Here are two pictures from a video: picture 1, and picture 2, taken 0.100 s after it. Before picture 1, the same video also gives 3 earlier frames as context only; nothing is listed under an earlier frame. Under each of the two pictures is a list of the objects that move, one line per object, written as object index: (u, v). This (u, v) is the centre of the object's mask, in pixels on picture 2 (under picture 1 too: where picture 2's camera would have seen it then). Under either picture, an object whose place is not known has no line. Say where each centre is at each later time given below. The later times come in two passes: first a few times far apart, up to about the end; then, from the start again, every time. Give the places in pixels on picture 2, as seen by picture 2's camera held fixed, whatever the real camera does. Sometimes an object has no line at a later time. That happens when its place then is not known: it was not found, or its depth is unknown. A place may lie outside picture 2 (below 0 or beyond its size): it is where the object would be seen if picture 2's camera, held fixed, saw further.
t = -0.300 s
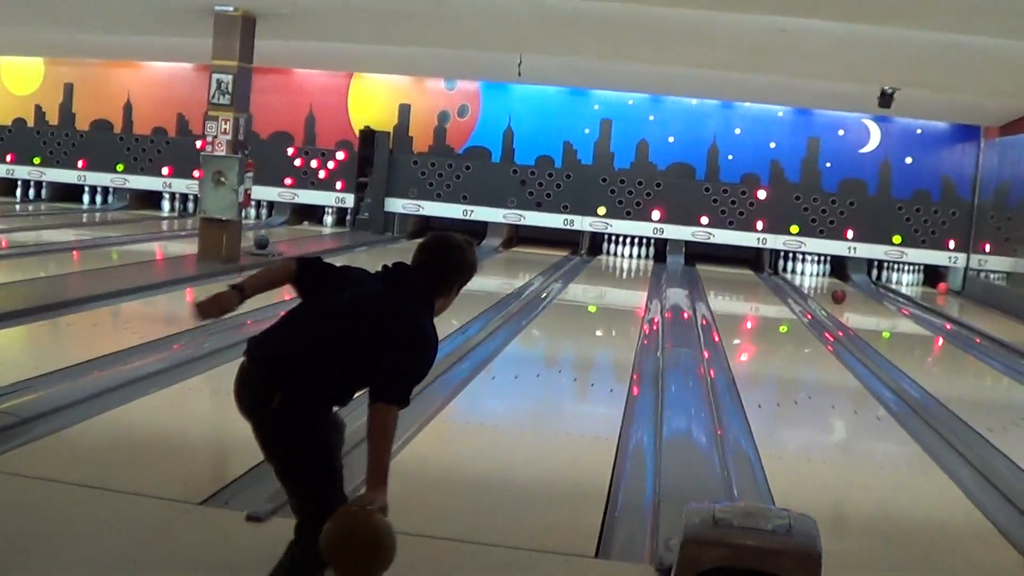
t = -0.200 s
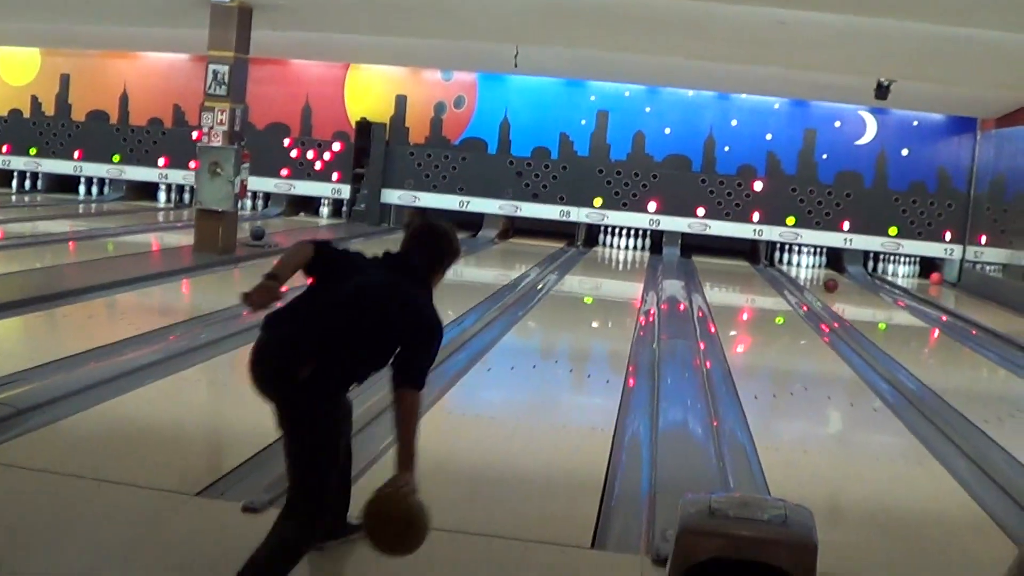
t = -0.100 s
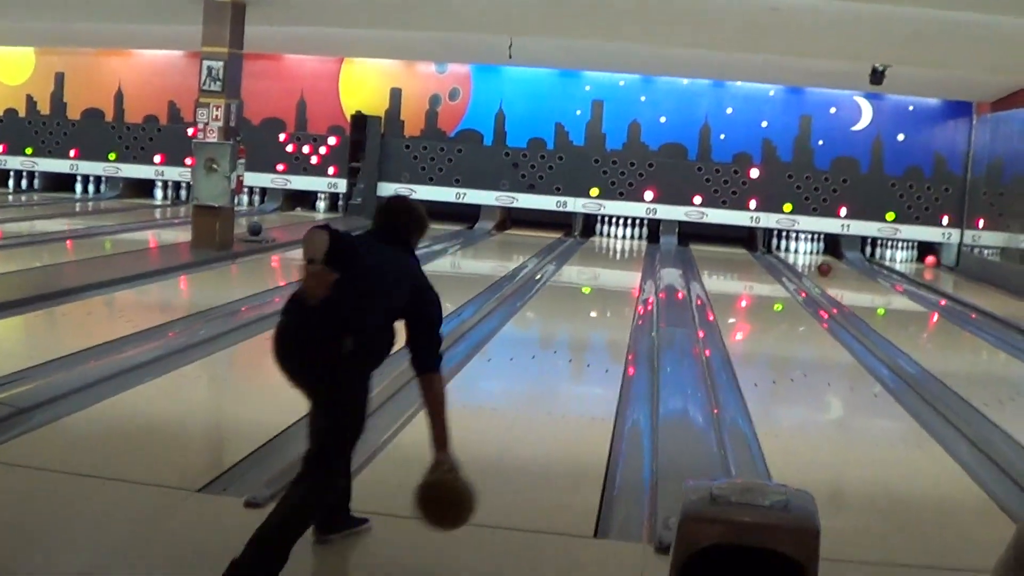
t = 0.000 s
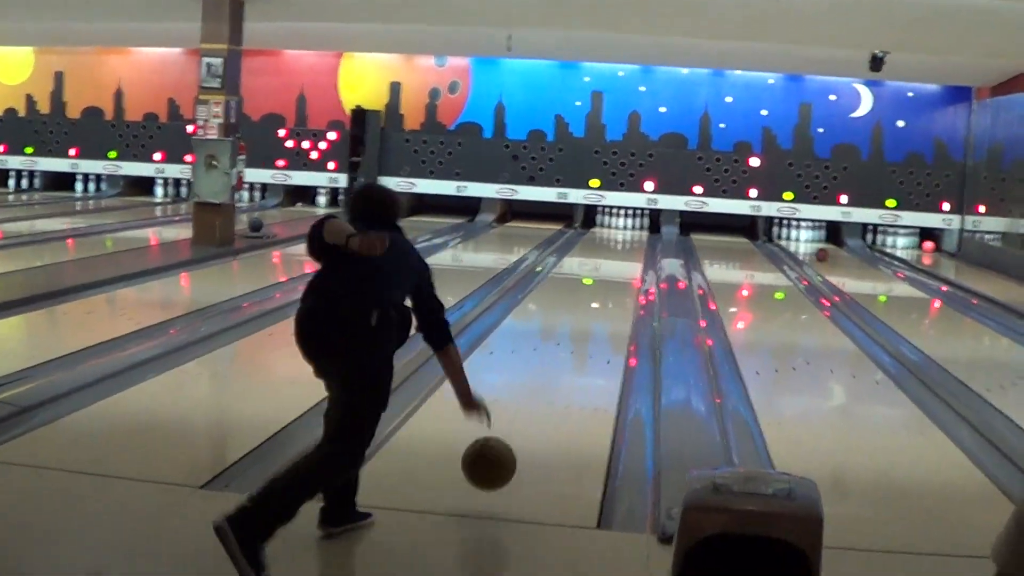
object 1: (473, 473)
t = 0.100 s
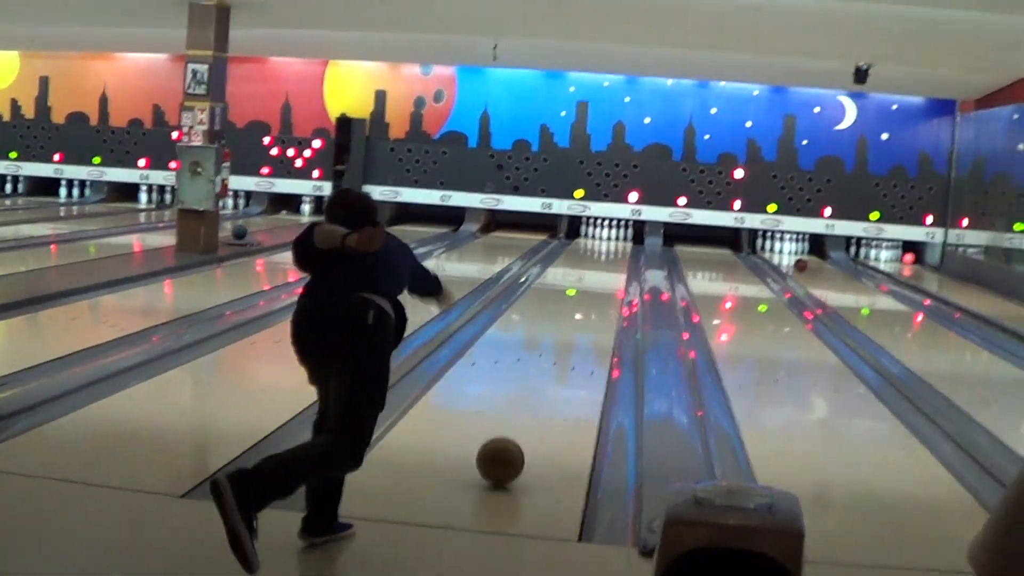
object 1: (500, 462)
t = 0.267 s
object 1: (539, 417)
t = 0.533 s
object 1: (579, 368)
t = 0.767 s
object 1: (602, 340)
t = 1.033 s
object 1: (621, 317)
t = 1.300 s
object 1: (634, 301)
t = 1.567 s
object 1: (633, 292)
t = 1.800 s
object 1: (633, 283)
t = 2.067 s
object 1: (631, 270)
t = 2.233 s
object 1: (628, 264)
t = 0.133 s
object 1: (510, 449)
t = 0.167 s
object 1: (518, 440)
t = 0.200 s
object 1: (526, 432)
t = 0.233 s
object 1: (532, 425)
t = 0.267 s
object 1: (539, 417)
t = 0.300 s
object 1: (545, 410)
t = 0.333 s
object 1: (551, 403)
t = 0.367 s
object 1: (556, 396)
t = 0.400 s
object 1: (561, 390)
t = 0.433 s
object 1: (566, 384)
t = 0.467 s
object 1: (571, 379)
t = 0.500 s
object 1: (575, 373)
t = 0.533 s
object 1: (579, 368)
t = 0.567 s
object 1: (583, 363)
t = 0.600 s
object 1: (587, 359)
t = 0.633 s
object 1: (590, 355)
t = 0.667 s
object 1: (594, 350)
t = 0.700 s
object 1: (597, 346)
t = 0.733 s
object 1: (600, 343)
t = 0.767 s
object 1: (602, 340)
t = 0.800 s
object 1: (605, 337)
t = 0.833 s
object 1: (608, 333)
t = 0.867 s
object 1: (610, 331)
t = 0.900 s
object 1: (613, 327)
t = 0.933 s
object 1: (615, 325)
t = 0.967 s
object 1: (617, 322)
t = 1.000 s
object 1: (619, 318)
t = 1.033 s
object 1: (621, 317)
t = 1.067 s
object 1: (623, 315)
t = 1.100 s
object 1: (626, 313)
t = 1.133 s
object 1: (628, 313)
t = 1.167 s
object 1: (631, 314)
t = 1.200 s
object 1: (634, 310)
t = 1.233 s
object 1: (633, 306)
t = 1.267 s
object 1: (635, 303)
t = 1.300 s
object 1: (634, 301)
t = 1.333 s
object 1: (634, 300)
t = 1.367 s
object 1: (634, 299)
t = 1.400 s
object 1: (633, 298)
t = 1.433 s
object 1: (633, 298)
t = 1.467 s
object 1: (633, 297)
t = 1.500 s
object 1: (633, 295)
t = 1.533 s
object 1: (632, 292)
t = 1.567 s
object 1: (633, 292)
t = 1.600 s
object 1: (633, 292)
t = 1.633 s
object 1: (632, 291)
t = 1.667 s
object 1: (634, 291)
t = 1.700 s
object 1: (635, 289)
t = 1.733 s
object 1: (634, 287)
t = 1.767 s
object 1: (634, 284)
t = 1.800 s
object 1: (633, 283)
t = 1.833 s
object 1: (633, 282)
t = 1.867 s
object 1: (632, 281)
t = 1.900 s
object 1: (631, 279)
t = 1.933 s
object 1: (631, 276)
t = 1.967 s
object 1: (631, 275)
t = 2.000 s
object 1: (632, 273)
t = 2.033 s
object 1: (631, 271)
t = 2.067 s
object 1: (631, 270)
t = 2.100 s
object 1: (630, 269)
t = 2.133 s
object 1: (629, 267)
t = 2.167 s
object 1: (629, 266)
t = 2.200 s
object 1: (628, 265)
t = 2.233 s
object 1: (628, 264)
